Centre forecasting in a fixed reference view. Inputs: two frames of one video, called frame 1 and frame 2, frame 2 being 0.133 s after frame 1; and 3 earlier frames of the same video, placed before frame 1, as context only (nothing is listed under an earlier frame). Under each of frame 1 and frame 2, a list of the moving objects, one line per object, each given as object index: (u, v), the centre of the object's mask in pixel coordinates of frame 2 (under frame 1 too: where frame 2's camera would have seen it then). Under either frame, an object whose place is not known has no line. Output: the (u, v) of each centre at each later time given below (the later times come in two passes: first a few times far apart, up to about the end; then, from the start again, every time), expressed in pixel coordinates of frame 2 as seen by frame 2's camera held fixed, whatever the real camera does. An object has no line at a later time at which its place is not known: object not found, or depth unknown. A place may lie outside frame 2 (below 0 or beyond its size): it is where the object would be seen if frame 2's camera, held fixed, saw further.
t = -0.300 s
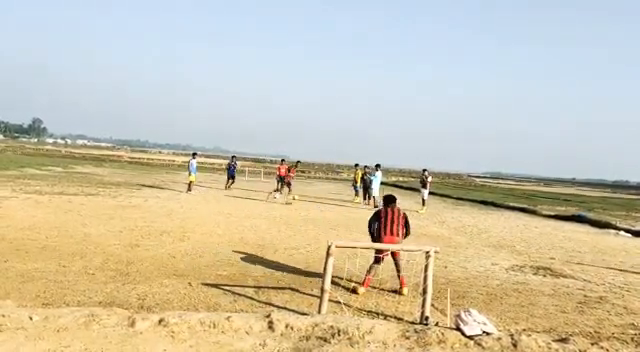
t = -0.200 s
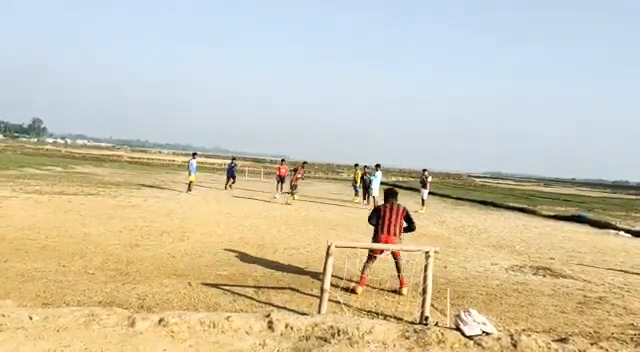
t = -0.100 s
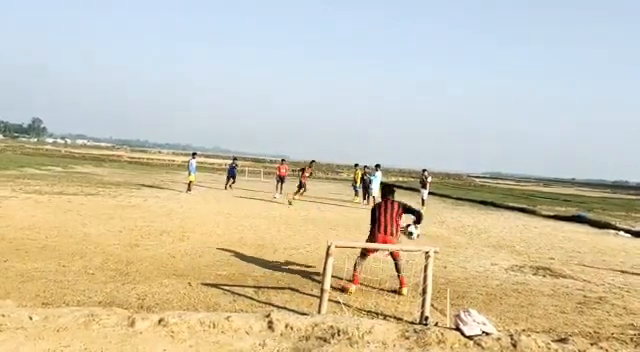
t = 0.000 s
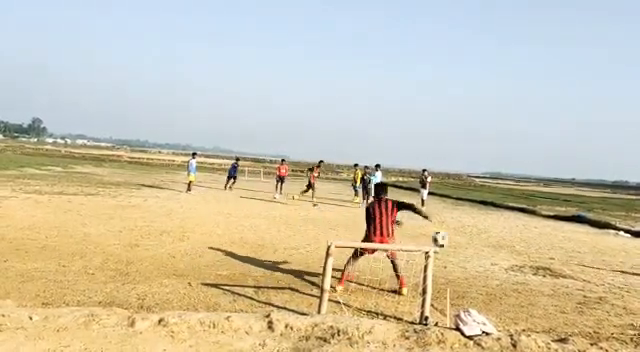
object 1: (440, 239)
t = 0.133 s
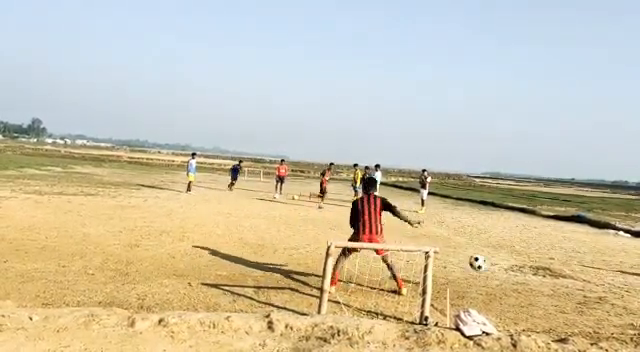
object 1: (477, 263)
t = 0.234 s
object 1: (504, 288)
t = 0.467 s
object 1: (553, 266)
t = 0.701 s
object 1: (599, 276)
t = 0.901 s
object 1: (634, 302)
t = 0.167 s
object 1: (487, 270)
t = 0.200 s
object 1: (496, 279)
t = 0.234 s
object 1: (504, 288)
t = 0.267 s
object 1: (512, 290)
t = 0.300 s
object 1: (519, 284)
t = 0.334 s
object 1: (526, 279)
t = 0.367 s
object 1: (533, 275)
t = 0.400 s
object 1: (541, 271)
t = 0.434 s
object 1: (547, 268)
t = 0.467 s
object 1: (553, 266)
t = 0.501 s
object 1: (559, 265)
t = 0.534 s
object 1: (567, 265)
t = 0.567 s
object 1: (574, 265)
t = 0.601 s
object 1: (580, 267)
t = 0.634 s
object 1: (587, 269)
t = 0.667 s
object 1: (593, 272)
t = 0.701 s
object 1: (599, 276)
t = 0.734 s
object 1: (605, 281)
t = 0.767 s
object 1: (613, 286)
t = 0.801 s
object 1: (618, 293)
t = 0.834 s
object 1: (625, 300)
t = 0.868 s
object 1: (630, 307)
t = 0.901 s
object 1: (634, 302)
